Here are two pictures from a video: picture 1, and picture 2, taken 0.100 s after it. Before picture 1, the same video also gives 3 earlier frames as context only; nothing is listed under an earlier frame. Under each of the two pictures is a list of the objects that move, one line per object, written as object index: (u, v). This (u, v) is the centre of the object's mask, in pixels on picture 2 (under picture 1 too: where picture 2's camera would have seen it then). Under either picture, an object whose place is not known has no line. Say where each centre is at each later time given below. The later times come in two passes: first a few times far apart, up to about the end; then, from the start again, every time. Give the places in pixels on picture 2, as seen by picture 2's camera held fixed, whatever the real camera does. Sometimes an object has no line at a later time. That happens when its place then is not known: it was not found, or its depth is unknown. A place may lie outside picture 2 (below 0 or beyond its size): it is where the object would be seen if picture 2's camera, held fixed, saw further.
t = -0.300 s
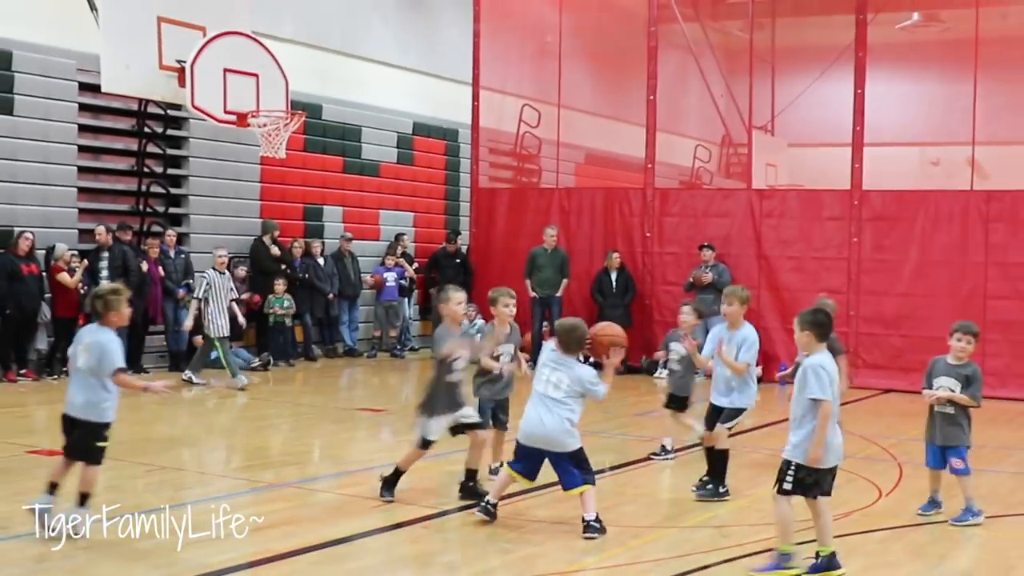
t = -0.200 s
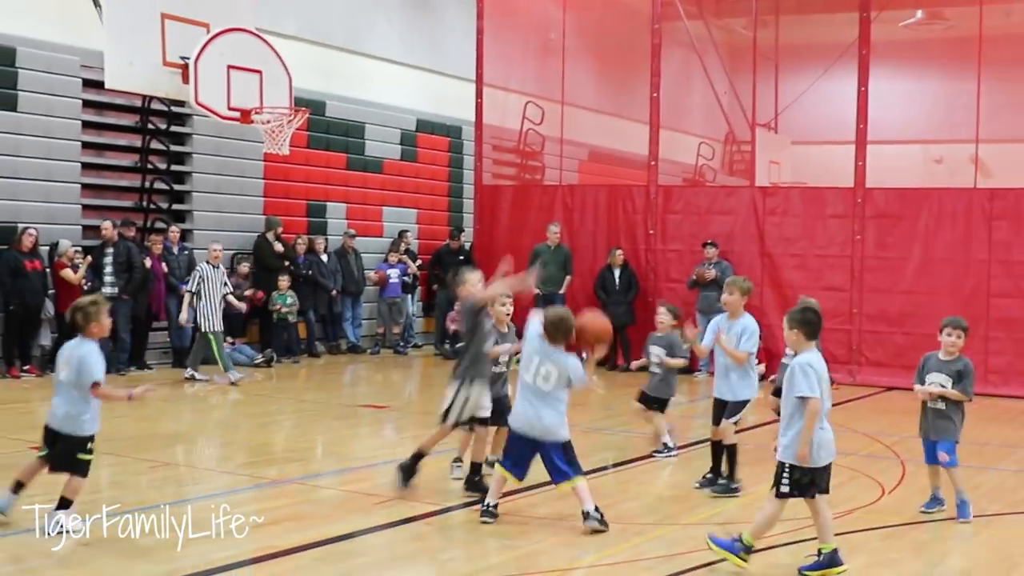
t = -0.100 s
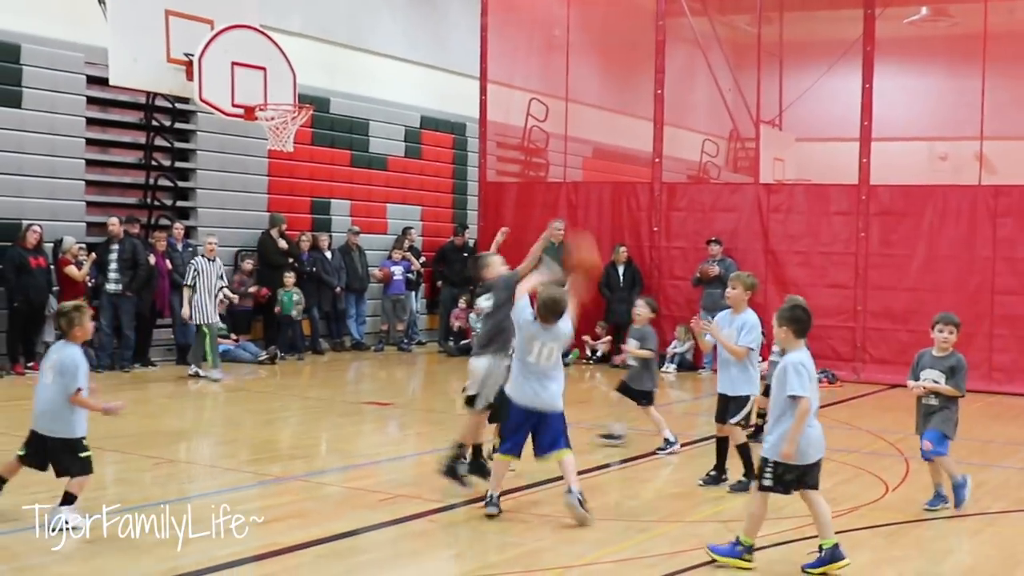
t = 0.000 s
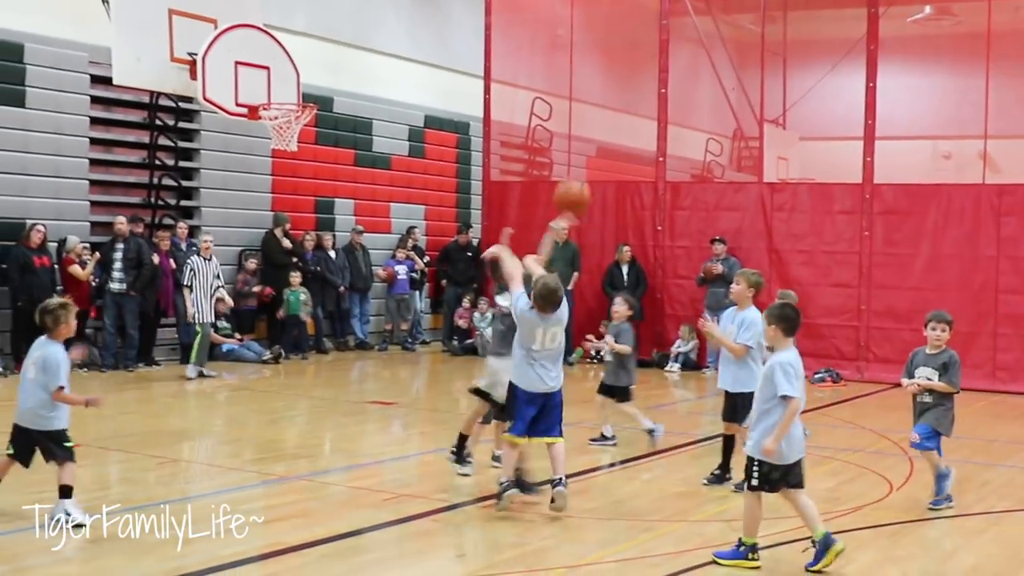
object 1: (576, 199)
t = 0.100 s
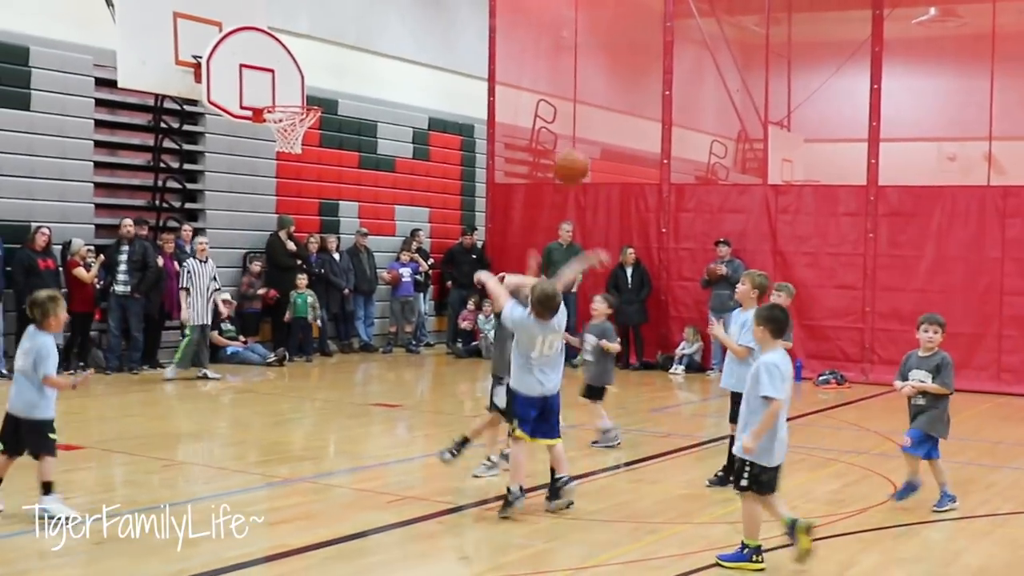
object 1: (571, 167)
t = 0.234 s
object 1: (563, 151)
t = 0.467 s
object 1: (547, 182)
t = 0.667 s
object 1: (535, 258)
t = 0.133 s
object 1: (568, 161)
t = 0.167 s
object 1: (566, 156)
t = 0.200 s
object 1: (564, 152)
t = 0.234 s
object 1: (563, 151)
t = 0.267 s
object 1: (561, 151)
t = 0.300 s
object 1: (558, 152)
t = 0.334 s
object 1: (556, 156)
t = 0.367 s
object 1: (554, 161)
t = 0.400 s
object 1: (552, 166)
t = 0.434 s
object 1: (550, 172)
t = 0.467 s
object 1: (547, 182)
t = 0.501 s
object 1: (546, 192)
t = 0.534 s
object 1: (544, 202)
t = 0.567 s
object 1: (542, 214)
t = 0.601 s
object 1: (540, 227)
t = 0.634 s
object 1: (538, 241)
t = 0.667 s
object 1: (535, 258)
